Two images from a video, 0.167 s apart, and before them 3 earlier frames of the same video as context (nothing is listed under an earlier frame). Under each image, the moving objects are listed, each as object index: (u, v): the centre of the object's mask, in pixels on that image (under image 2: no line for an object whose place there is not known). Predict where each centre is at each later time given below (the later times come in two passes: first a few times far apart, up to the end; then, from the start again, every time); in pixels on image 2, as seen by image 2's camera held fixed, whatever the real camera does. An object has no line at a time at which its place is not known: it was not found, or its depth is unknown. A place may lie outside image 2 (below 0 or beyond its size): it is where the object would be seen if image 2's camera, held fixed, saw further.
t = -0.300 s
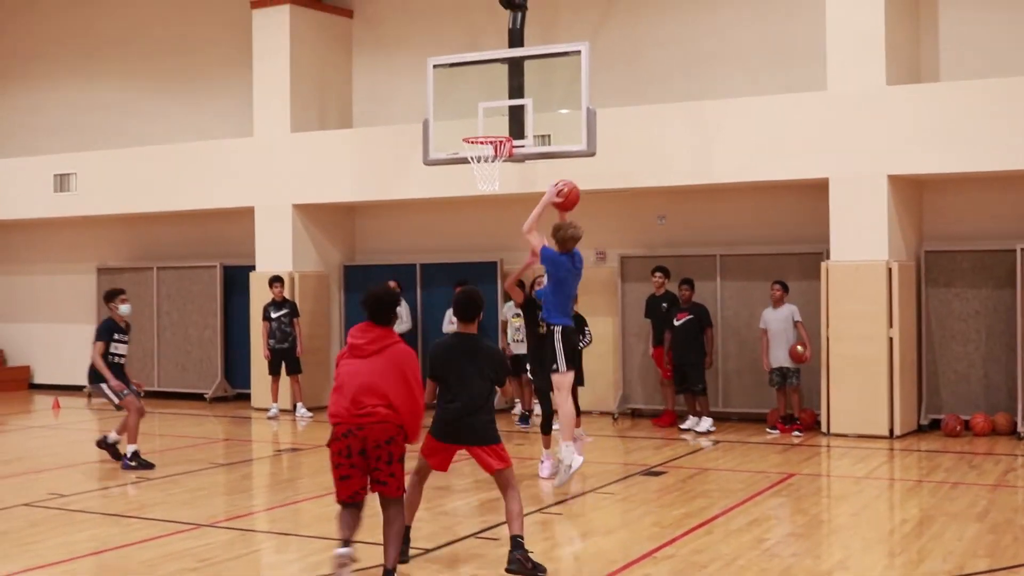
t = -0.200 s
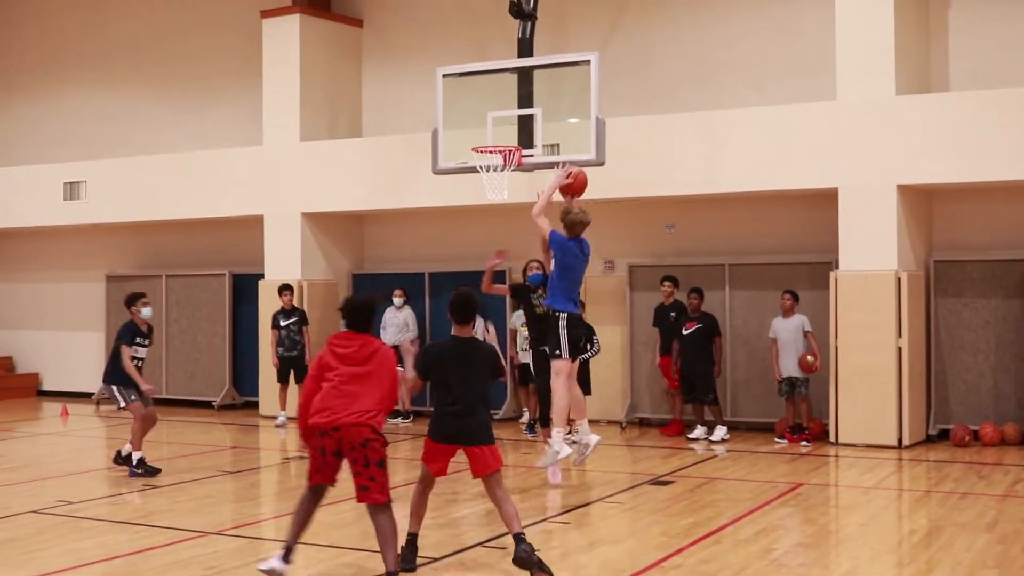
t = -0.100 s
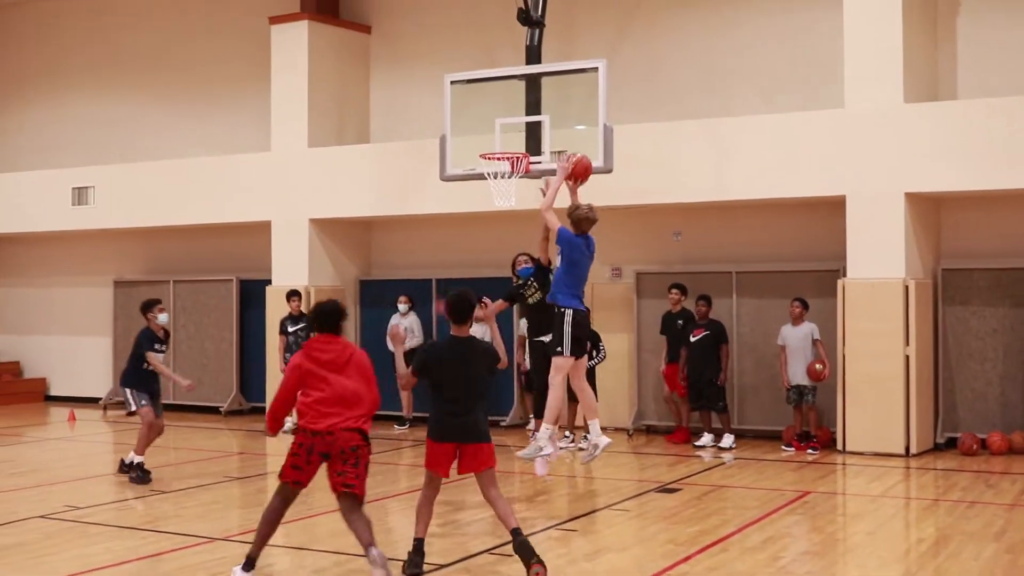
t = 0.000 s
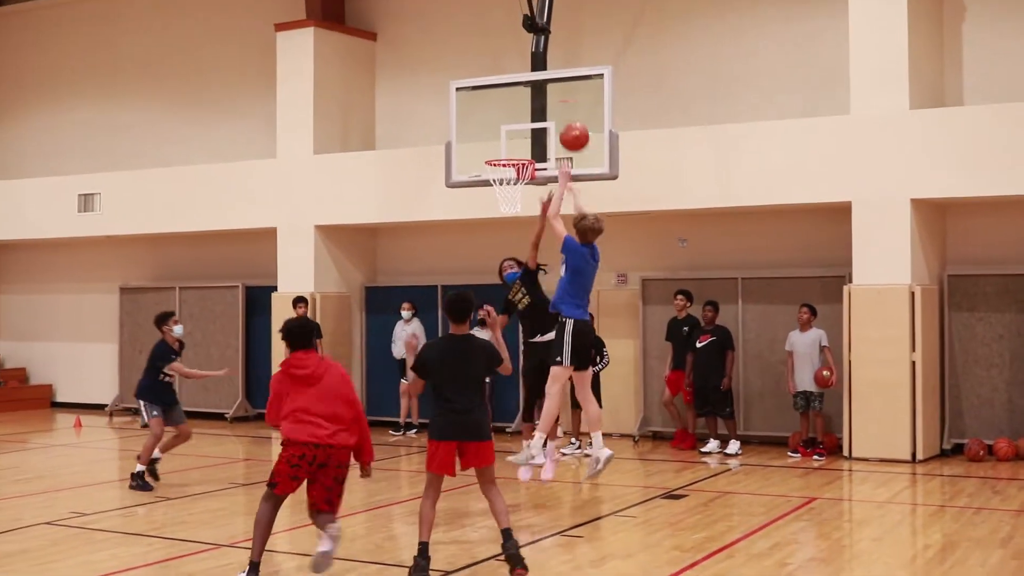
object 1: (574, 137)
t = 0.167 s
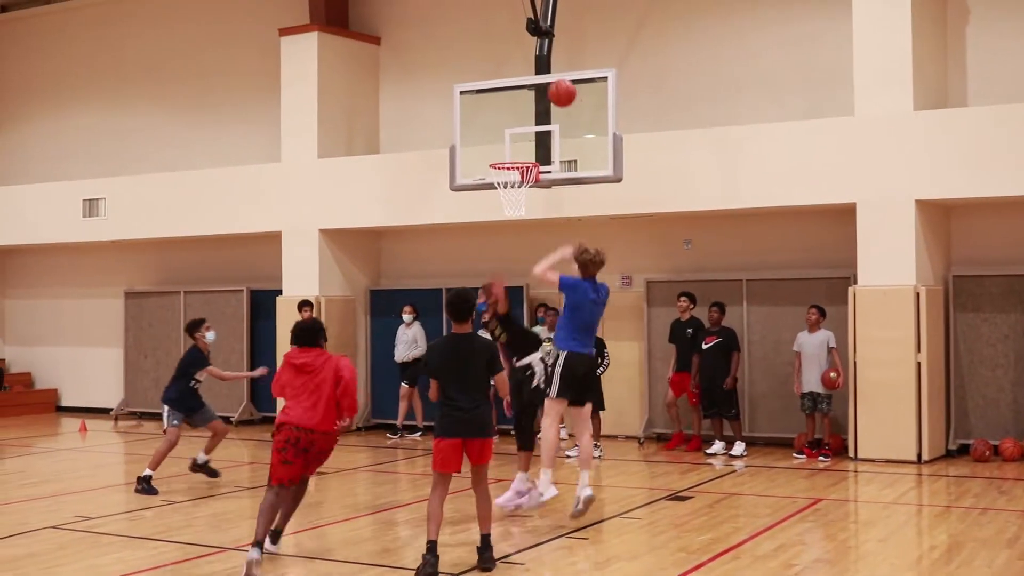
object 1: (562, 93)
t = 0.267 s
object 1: (553, 82)
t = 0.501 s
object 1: (536, 97)
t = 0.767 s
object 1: (510, 158)
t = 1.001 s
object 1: (512, 158)
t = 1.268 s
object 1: (529, 180)
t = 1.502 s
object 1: (533, 194)
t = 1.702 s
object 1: (515, 231)
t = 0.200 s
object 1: (559, 88)
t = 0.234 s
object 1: (556, 84)
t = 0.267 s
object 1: (553, 82)
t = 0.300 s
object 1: (550, 80)
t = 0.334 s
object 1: (548, 80)
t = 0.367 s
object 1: (545, 81)
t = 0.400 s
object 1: (543, 83)
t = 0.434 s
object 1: (540, 87)
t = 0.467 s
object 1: (538, 92)
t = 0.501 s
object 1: (536, 97)
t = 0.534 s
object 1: (534, 104)
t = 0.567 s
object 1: (531, 112)
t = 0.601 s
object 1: (529, 120)
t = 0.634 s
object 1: (527, 130)
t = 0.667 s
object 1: (525, 141)
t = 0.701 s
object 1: (523, 151)
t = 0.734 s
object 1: (519, 157)
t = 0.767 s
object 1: (510, 158)
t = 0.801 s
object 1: (502, 164)
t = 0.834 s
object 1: (512, 157)
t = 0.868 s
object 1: (522, 157)
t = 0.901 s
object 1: (523, 157)
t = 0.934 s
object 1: (519, 157)
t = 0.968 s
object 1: (515, 158)
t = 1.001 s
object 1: (512, 158)
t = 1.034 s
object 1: (507, 158)
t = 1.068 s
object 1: (504, 165)
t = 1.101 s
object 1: (505, 167)
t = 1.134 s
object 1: (509, 169)
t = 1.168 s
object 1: (516, 173)
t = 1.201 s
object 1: (520, 180)
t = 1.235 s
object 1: (525, 179)
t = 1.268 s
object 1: (529, 180)
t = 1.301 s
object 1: (532, 181)
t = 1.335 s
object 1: (534, 181)
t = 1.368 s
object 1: (535, 182)
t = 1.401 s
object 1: (535, 183)
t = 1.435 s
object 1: (536, 188)
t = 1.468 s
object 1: (535, 191)
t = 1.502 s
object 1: (533, 194)
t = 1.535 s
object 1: (531, 198)
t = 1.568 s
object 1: (528, 204)
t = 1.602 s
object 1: (525, 209)
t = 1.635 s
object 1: (522, 216)
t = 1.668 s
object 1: (518, 224)
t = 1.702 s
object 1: (515, 231)
